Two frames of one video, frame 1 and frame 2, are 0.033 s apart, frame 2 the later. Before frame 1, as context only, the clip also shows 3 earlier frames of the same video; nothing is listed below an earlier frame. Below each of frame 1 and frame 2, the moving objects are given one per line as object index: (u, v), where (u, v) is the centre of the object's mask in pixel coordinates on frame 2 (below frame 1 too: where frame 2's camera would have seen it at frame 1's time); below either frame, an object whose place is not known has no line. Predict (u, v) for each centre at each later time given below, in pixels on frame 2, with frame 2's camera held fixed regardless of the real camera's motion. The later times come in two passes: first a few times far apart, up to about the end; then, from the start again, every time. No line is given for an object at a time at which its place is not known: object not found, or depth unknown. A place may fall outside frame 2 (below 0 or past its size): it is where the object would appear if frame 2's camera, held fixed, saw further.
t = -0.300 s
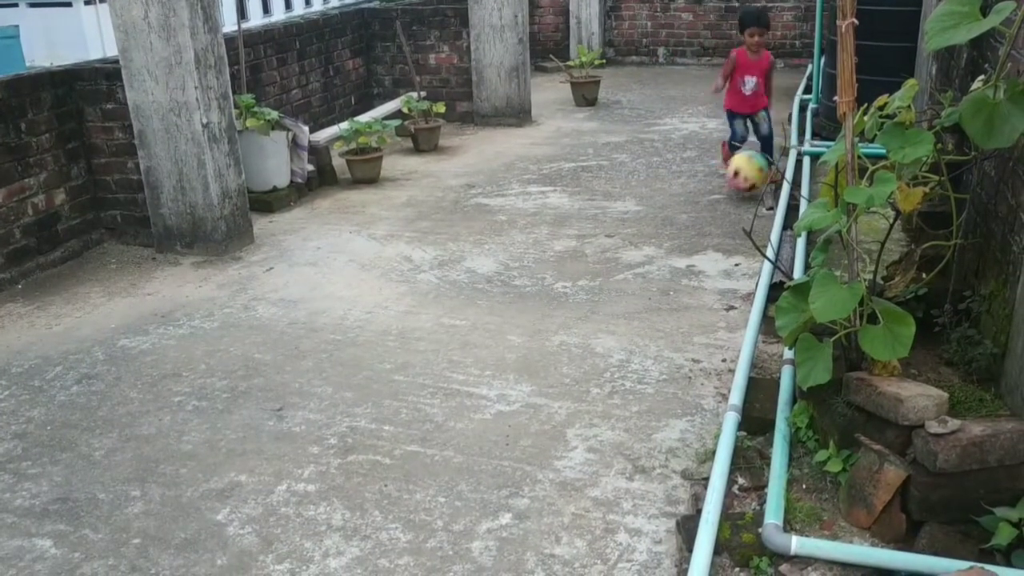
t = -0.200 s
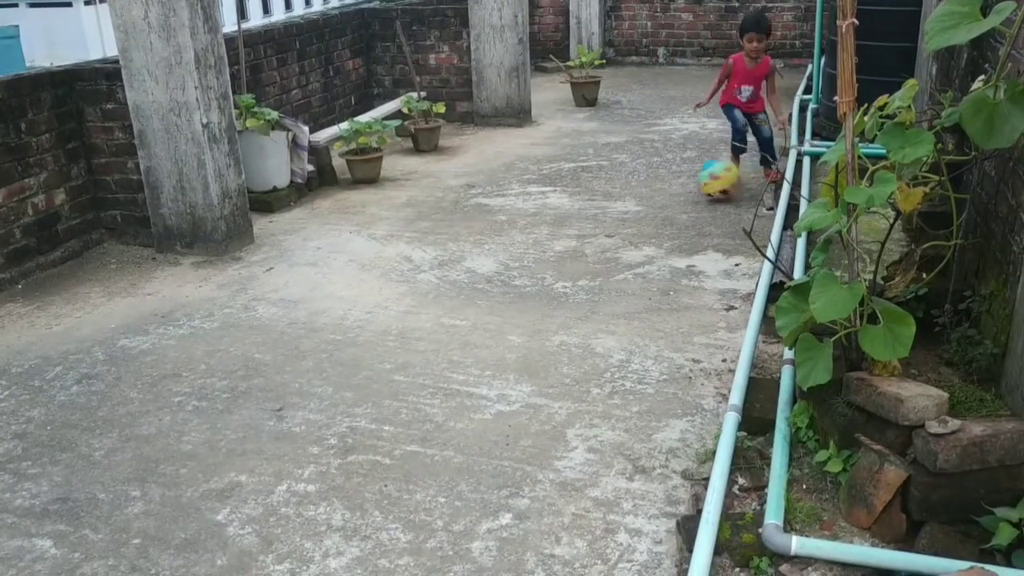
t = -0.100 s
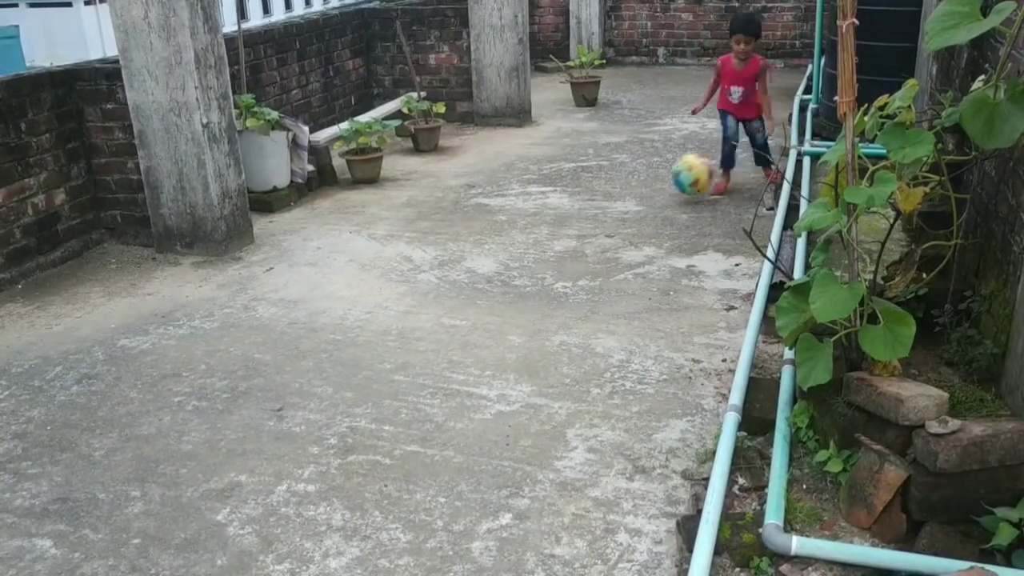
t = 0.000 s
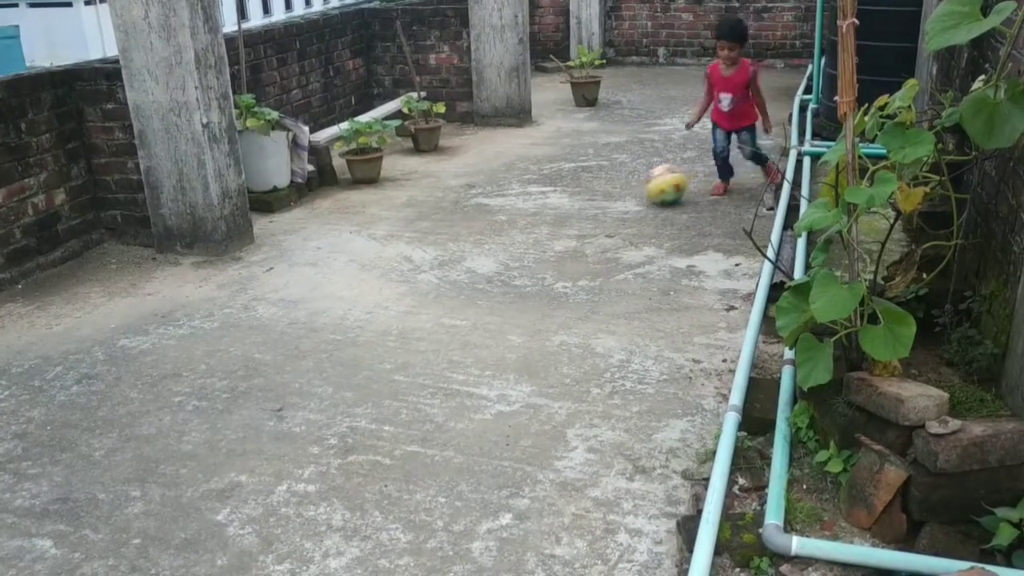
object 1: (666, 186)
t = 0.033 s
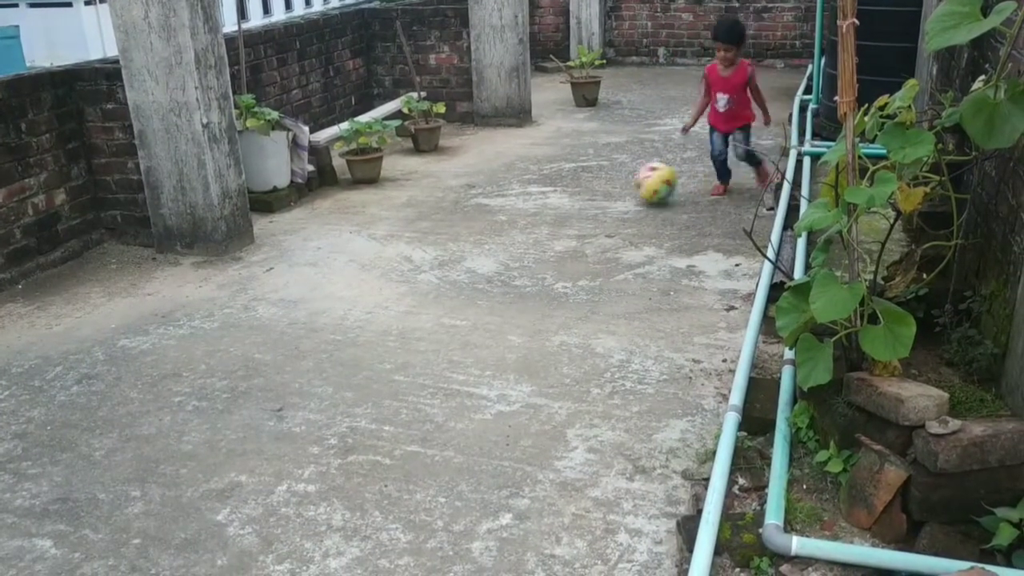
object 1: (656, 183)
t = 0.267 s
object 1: (591, 184)
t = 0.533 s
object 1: (518, 190)
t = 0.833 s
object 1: (442, 194)
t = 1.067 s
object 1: (382, 195)
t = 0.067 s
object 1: (649, 182)
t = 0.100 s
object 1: (637, 180)
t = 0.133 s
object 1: (627, 181)
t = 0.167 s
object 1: (618, 186)
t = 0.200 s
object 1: (608, 187)
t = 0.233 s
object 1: (600, 185)
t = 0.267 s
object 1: (591, 184)
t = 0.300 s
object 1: (582, 185)
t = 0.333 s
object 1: (573, 188)
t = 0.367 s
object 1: (565, 190)
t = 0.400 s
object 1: (556, 188)
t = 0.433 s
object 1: (547, 188)
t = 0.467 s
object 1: (538, 189)
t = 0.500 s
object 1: (529, 192)
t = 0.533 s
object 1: (518, 190)
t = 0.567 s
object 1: (509, 191)
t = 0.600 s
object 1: (500, 192)
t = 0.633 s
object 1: (491, 193)
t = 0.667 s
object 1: (483, 192)
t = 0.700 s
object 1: (475, 192)
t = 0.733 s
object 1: (466, 193)
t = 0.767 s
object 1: (458, 194)
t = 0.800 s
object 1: (450, 193)
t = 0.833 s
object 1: (442, 194)
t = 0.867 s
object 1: (434, 196)
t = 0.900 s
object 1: (426, 196)
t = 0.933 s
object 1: (418, 194)
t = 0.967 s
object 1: (409, 195)
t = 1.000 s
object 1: (401, 196)
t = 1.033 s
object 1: (391, 195)
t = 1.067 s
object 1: (382, 195)
